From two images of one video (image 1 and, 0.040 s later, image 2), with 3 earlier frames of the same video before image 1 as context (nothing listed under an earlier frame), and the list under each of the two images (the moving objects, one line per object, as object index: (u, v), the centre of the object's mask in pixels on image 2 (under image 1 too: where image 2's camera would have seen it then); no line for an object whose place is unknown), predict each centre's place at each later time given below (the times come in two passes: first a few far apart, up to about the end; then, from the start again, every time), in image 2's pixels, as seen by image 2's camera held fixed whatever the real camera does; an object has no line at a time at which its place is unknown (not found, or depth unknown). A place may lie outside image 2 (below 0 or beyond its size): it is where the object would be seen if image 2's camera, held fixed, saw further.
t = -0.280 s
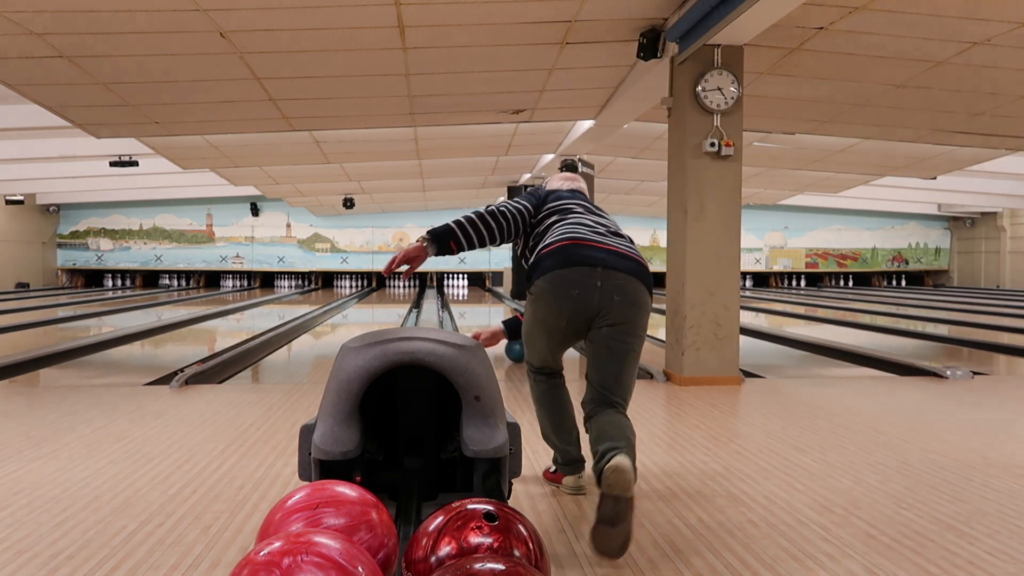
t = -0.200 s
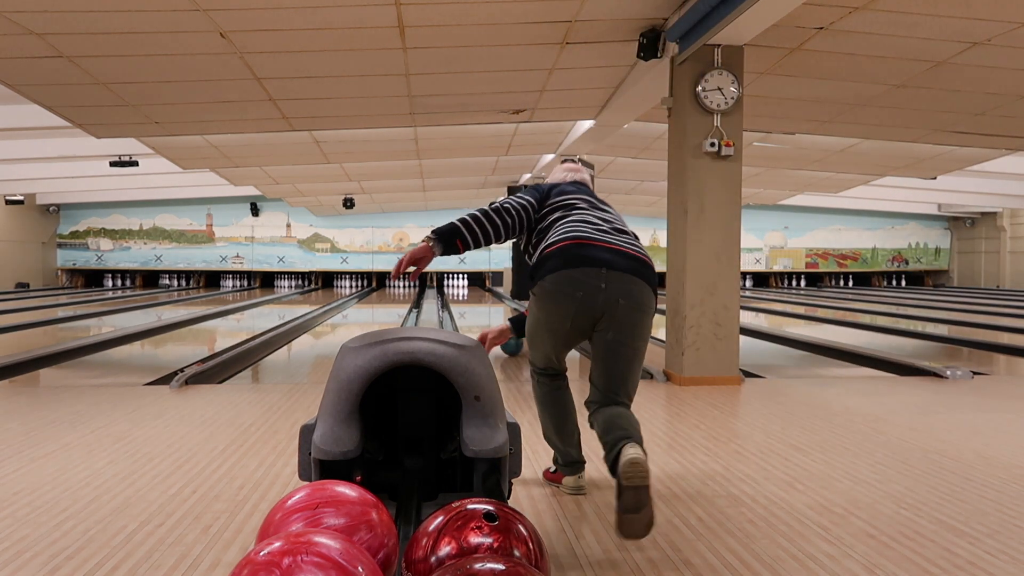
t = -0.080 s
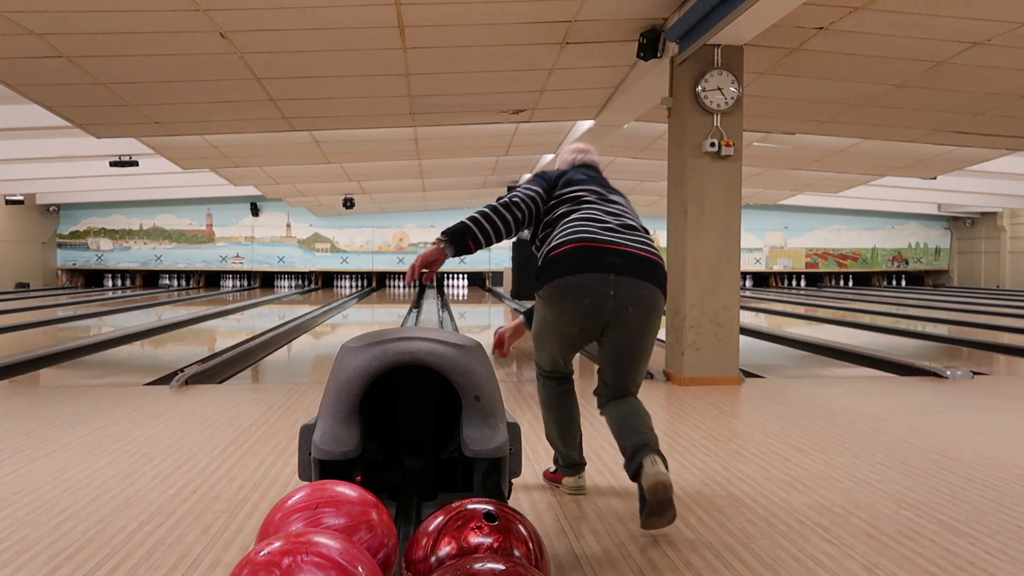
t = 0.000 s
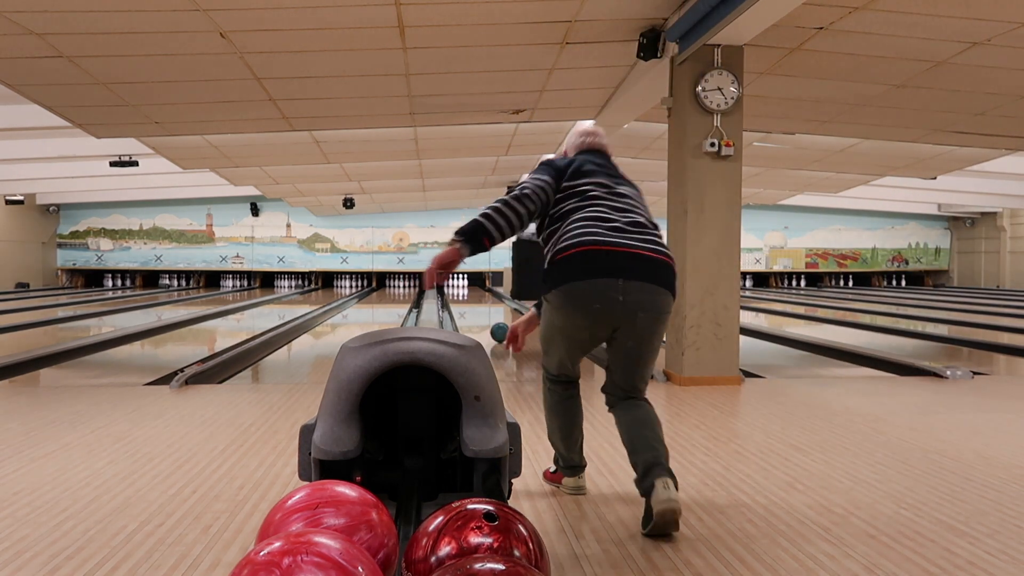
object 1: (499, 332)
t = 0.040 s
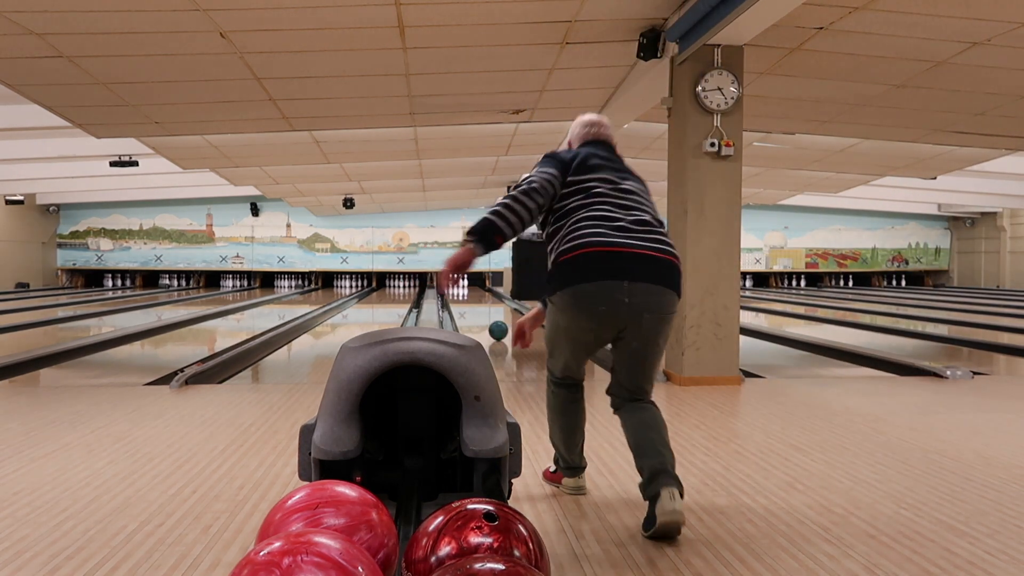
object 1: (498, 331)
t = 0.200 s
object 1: (491, 324)
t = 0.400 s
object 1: (485, 317)
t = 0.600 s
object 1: (479, 311)
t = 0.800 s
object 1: (475, 307)
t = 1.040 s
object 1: (470, 303)
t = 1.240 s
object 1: (467, 300)
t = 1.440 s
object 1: (464, 297)
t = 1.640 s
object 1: (461, 295)
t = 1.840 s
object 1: (459, 293)
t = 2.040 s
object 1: (458, 291)
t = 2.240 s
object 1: (456, 289)
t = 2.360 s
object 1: (455, 289)
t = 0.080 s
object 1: (496, 329)
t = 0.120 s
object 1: (495, 327)
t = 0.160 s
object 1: (493, 325)
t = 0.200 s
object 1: (491, 324)
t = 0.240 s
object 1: (490, 322)
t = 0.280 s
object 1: (489, 321)
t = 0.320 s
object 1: (487, 319)
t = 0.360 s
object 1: (486, 318)
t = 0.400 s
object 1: (485, 317)
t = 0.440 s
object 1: (484, 316)
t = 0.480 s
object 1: (483, 315)
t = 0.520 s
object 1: (481, 314)
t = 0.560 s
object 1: (480, 313)
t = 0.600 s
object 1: (479, 311)
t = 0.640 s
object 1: (478, 311)
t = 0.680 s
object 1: (477, 309)
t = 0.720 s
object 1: (476, 309)
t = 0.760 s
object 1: (475, 308)
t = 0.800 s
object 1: (475, 307)
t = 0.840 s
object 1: (474, 306)
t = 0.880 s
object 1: (473, 306)
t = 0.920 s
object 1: (472, 305)
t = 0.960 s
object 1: (471, 304)
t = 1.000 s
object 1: (471, 303)
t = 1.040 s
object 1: (470, 303)
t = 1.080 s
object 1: (469, 302)
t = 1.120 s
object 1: (469, 301)
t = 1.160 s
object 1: (468, 301)
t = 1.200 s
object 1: (468, 300)
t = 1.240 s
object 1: (467, 300)
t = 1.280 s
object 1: (466, 299)
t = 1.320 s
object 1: (466, 299)
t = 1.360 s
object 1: (465, 298)
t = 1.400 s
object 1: (465, 298)
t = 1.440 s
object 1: (464, 297)
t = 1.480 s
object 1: (463, 297)
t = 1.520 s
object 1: (463, 296)
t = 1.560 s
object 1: (462, 296)
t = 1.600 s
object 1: (462, 295)
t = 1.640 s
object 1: (461, 295)
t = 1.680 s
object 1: (461, 294)
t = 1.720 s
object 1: (460, 294)
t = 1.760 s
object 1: (460, 294)
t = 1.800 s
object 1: (460, 293)
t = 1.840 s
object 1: (459, 293)
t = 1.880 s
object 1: (459, 293)
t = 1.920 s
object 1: (458, 292)
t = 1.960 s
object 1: (458, 292)
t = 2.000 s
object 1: (458, 291)
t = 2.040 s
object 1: (458, 291)
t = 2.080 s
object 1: (457, 290)
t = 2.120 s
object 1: (457, 290)
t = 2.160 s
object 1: (457, 290)
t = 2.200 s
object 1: (456, 290)
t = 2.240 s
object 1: (456, 289)
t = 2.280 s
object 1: (455, 289)
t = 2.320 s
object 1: (455, 289)
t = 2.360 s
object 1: (455, 289)
